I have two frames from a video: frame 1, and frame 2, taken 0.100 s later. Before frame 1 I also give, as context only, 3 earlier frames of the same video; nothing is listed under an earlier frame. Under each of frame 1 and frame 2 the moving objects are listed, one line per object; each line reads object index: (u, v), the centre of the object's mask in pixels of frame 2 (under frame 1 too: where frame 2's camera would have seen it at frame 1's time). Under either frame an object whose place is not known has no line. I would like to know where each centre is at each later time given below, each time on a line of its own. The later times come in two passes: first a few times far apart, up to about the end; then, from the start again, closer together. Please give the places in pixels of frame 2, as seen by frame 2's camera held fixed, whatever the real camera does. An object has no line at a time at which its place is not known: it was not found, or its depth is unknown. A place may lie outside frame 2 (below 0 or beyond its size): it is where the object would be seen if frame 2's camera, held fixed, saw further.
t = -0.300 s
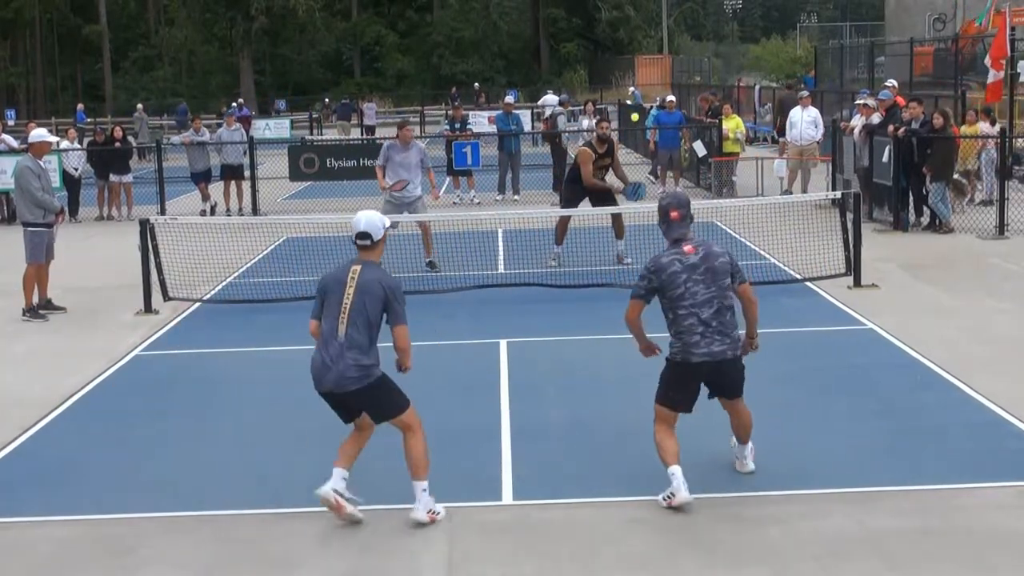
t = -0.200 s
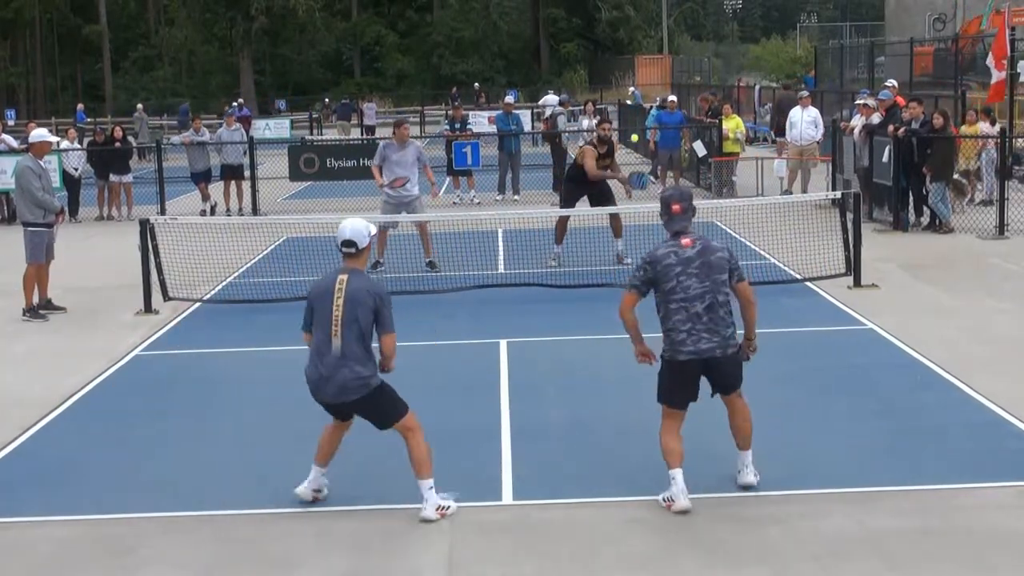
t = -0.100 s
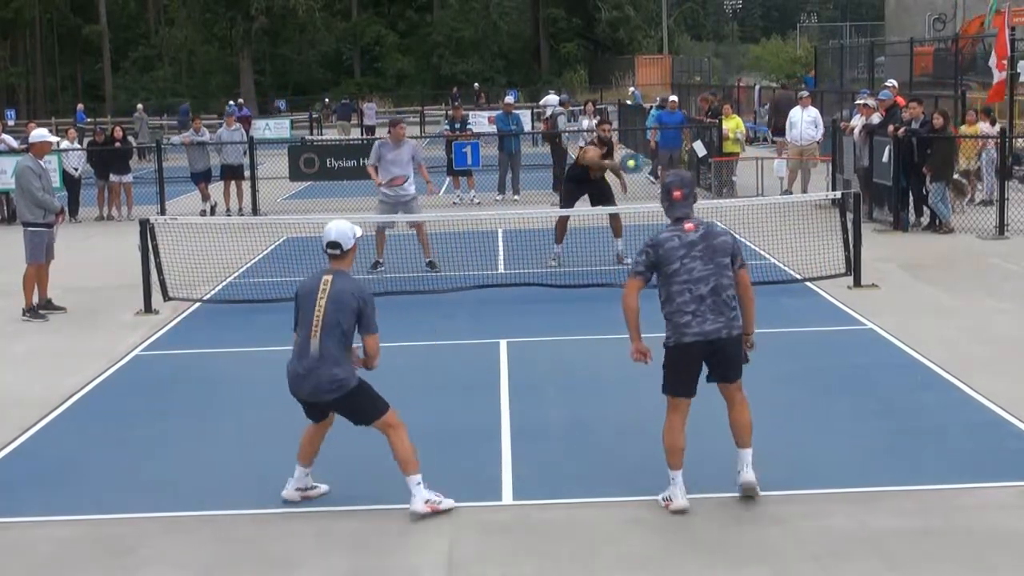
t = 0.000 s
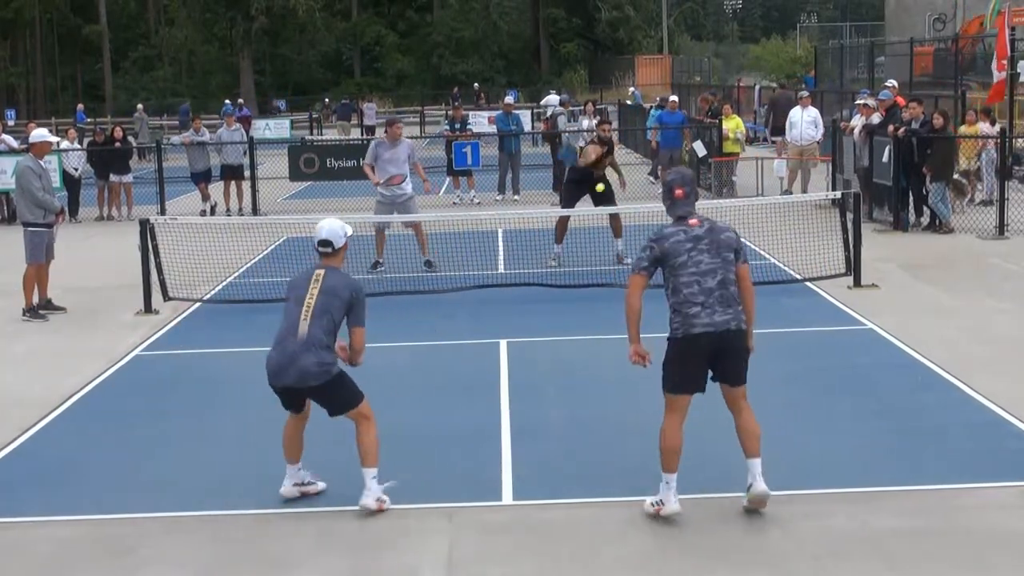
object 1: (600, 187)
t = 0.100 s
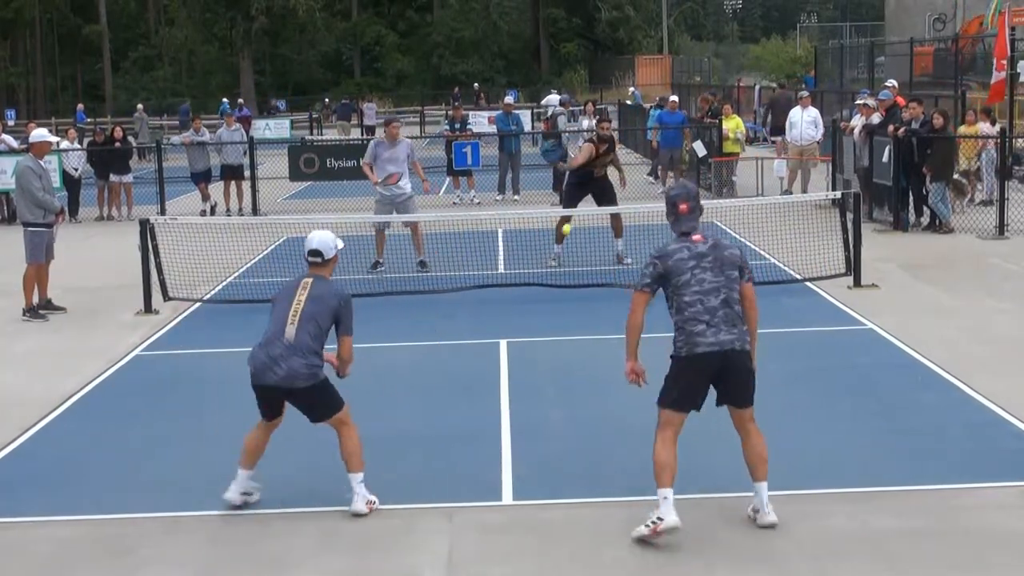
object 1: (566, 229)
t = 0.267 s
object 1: (503, 346)
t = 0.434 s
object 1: (450, 338)
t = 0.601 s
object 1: (393, 344)
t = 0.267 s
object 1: (503, 346)
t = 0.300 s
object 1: (490, 368)
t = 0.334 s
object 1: (481, 359)
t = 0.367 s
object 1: (471, 350)
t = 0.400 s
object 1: (461, 343)
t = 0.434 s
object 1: (450, 338)
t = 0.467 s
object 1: (440, 335)
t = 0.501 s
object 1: (428, 335)
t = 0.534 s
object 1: (417, 335)
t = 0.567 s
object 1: (405, 338)
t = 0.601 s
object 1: (393, 344)
